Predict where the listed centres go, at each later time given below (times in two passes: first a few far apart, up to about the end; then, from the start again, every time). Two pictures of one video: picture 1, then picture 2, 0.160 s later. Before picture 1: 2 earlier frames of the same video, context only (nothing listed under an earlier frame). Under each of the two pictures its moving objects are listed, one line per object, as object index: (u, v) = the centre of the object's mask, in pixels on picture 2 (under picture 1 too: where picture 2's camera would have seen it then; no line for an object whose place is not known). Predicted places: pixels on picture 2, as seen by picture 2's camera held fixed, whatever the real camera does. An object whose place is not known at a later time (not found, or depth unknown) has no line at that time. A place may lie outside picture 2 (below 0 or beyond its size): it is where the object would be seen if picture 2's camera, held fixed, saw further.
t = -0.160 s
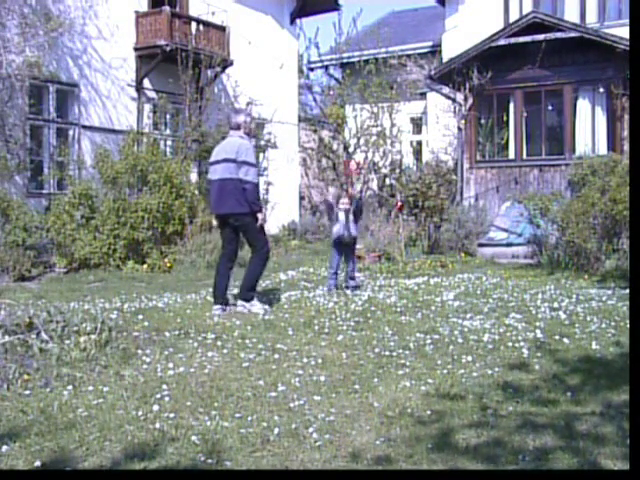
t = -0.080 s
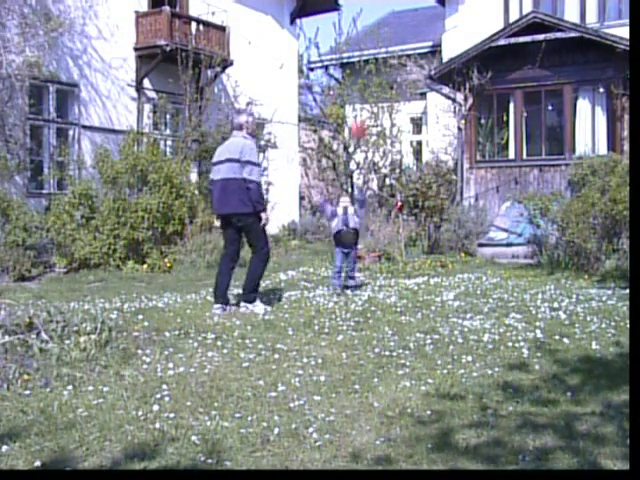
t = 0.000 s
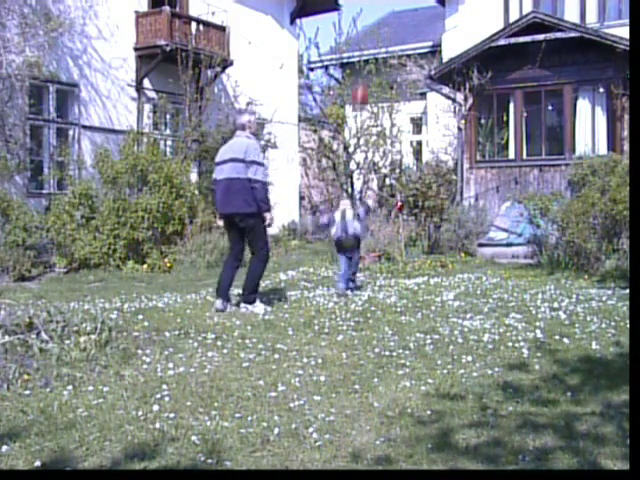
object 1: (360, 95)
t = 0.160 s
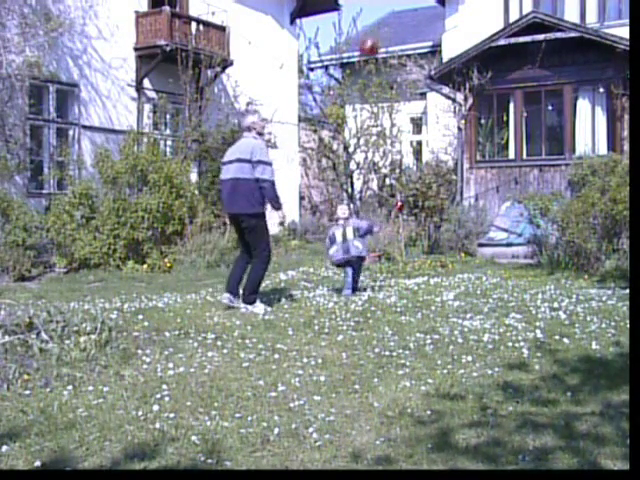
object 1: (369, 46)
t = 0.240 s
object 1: (374, 34)
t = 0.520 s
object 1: (391, 36)
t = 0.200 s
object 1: (371, 40)
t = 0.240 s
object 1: (374, 34)
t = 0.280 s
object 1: (376, 28)
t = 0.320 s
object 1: (379, 25)
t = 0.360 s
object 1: (382, 23)
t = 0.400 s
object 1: (384, 24)
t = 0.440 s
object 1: (386, 26)
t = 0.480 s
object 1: (389, 30)
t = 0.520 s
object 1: (391, 36)
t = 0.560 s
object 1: (393, 43)
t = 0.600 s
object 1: (395, 53)
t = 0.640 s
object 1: (398, 64)
